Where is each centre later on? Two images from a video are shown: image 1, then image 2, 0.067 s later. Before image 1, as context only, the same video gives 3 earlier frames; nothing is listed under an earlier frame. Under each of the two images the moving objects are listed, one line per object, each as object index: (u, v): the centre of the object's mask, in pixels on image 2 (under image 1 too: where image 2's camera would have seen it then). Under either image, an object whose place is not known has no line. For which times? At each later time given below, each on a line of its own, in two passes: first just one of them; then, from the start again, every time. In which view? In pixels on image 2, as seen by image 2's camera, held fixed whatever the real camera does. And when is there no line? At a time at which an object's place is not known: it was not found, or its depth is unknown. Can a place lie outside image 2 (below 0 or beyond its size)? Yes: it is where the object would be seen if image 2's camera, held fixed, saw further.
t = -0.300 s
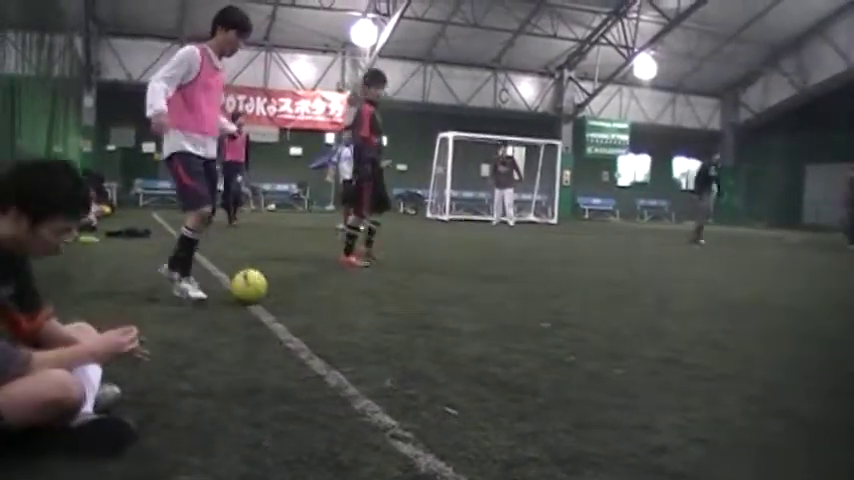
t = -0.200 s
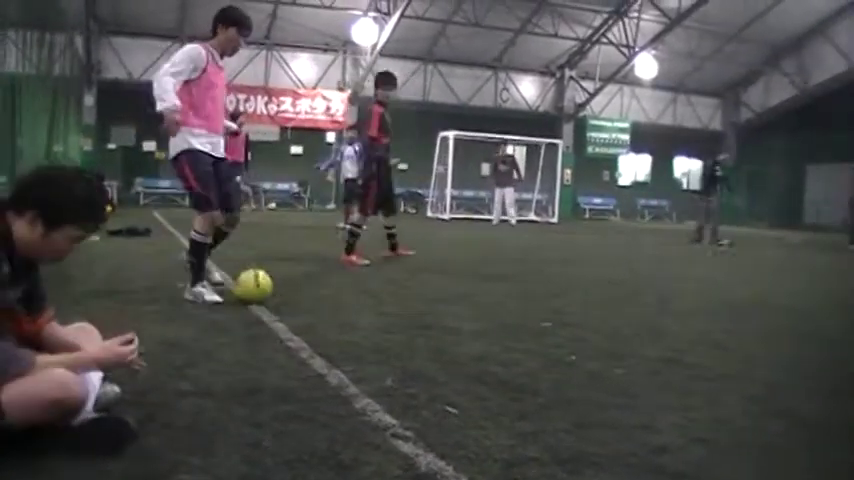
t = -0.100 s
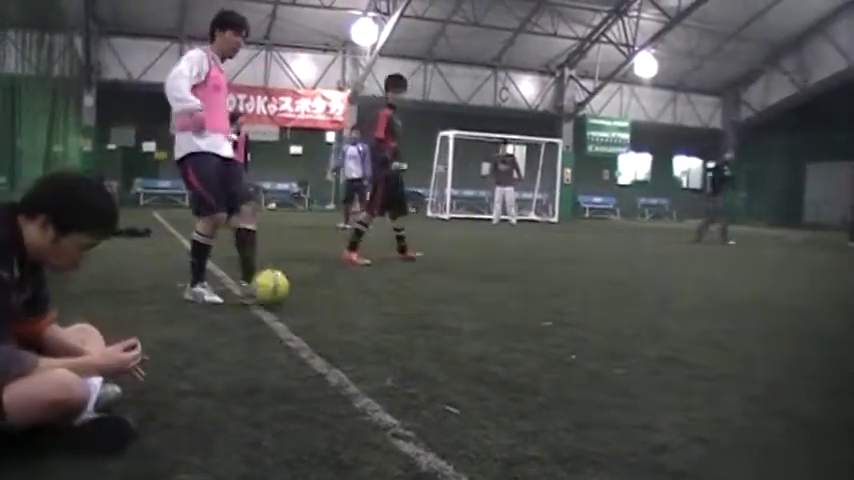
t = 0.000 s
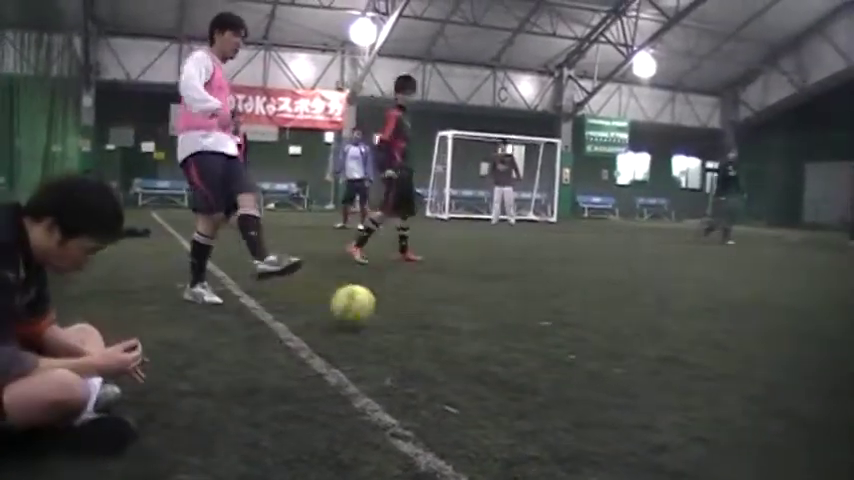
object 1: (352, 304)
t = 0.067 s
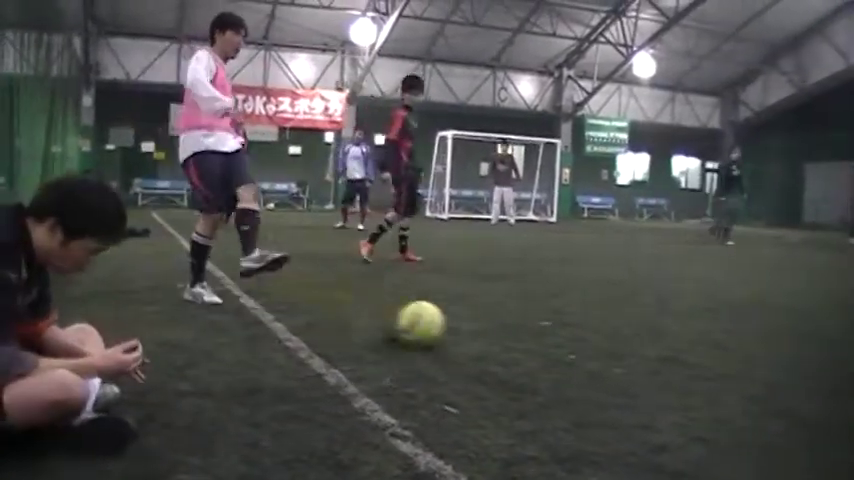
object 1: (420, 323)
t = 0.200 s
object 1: (583, 361)
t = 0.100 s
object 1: (456, 330)
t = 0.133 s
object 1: (497, 339)
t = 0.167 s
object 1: (541, 354)
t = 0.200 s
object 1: (583, 361)
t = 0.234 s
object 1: (627, 367)
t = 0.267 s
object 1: (674, 378)
